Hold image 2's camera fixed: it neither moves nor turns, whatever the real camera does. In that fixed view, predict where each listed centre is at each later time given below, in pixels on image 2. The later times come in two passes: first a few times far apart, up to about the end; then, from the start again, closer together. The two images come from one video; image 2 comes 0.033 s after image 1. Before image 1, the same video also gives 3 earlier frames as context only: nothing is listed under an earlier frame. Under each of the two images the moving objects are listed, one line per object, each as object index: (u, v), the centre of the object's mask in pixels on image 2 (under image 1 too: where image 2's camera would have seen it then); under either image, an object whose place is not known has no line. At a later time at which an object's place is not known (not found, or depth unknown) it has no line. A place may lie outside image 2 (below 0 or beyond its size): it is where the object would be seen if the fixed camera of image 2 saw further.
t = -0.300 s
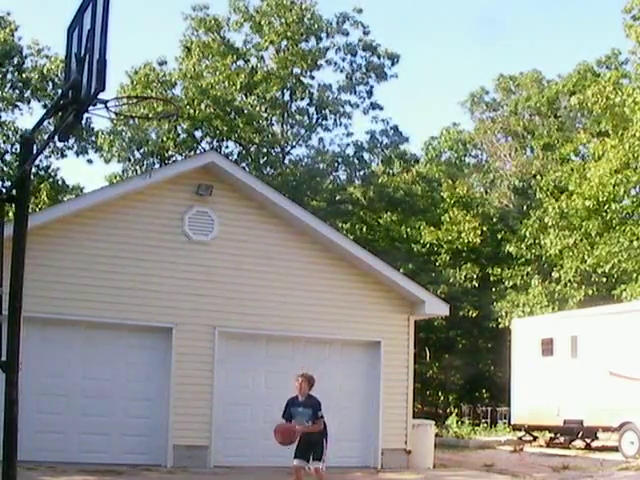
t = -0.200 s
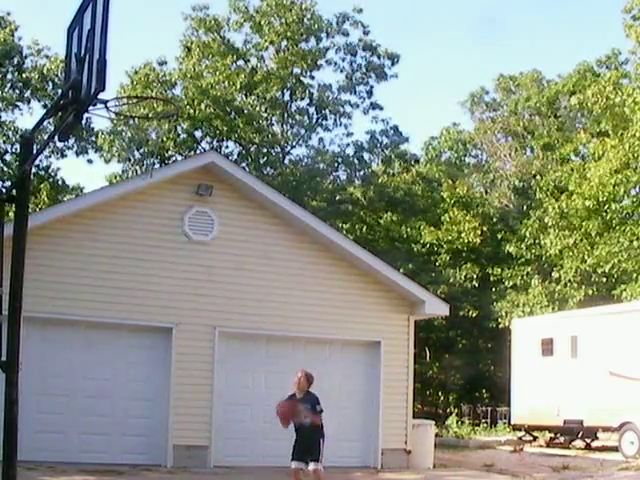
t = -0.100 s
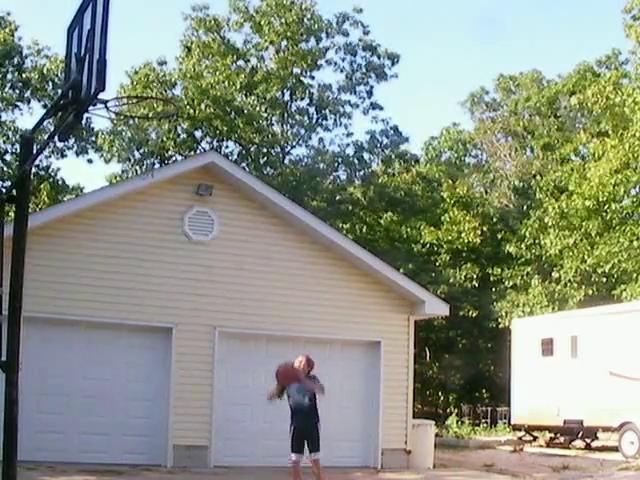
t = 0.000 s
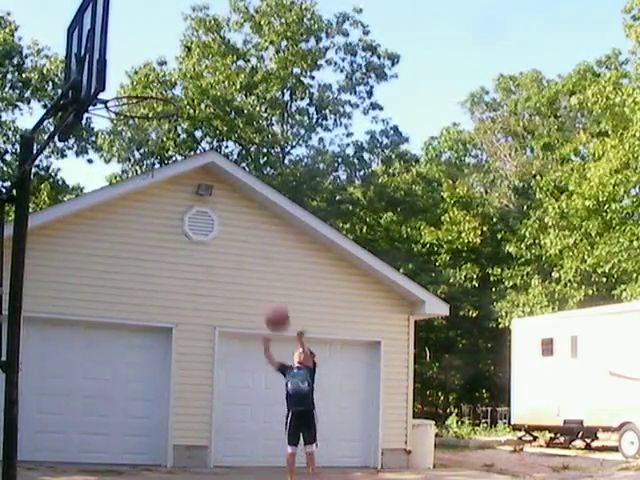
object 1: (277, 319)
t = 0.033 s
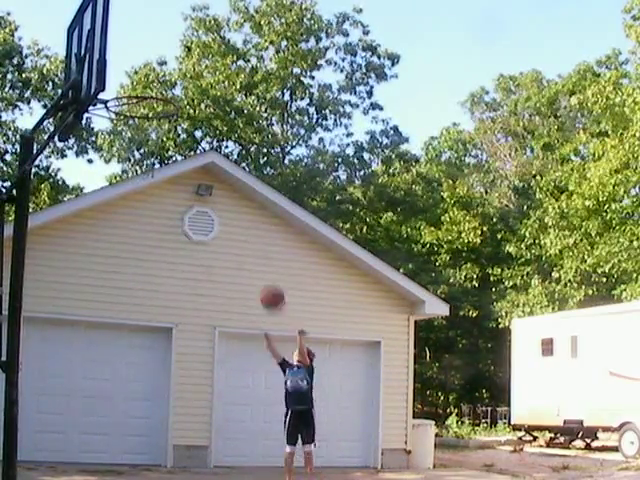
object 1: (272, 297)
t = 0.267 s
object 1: (235, 175)
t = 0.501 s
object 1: (186, 91)
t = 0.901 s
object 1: (126, 80)
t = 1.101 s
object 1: (141, 140)
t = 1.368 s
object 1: (111, 239)
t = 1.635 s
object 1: (81, 444)
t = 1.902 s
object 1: (51, 446)
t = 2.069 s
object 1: (37, 357)
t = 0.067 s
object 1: (267, 278)
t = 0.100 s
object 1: (262, 259)
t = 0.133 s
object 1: (257, 240)
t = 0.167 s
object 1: (252, 223)
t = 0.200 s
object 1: (244, 205)
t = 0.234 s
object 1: (241, 190)
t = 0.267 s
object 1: (235, 175)
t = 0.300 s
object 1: (228, 160)
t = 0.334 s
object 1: (222, 145)
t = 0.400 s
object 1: (207, 122)
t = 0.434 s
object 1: (201, 110)
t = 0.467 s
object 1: (194, 100)
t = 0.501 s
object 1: (186, 91)
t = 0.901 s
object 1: (126, 80)
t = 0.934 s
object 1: (136, 89)
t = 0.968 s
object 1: (149, 102)
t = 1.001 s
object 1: (158, 112)
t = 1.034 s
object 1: (153, 120)
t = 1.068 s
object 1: (145, 130)
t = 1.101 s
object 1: (141, 140)
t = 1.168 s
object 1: (131, 157)
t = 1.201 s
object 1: (127, 166)
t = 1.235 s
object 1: (125, 179)
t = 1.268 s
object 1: (121, 191)
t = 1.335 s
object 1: (114, 221)
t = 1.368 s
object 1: (111, 239)
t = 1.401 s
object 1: (107, 258)
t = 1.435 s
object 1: (103, 280)
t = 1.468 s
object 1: (99, 303)
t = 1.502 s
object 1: (95, 327)
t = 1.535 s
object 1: (92, 355)
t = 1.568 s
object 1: (88, 384)
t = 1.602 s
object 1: (84, 414)
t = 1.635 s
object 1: (81, 444)
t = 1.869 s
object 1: (51, 465)
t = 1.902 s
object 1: (51, 446)
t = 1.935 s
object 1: (48, 424)
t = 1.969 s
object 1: (44, 404)
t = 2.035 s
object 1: (37, 369)
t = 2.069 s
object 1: (37, 357)
